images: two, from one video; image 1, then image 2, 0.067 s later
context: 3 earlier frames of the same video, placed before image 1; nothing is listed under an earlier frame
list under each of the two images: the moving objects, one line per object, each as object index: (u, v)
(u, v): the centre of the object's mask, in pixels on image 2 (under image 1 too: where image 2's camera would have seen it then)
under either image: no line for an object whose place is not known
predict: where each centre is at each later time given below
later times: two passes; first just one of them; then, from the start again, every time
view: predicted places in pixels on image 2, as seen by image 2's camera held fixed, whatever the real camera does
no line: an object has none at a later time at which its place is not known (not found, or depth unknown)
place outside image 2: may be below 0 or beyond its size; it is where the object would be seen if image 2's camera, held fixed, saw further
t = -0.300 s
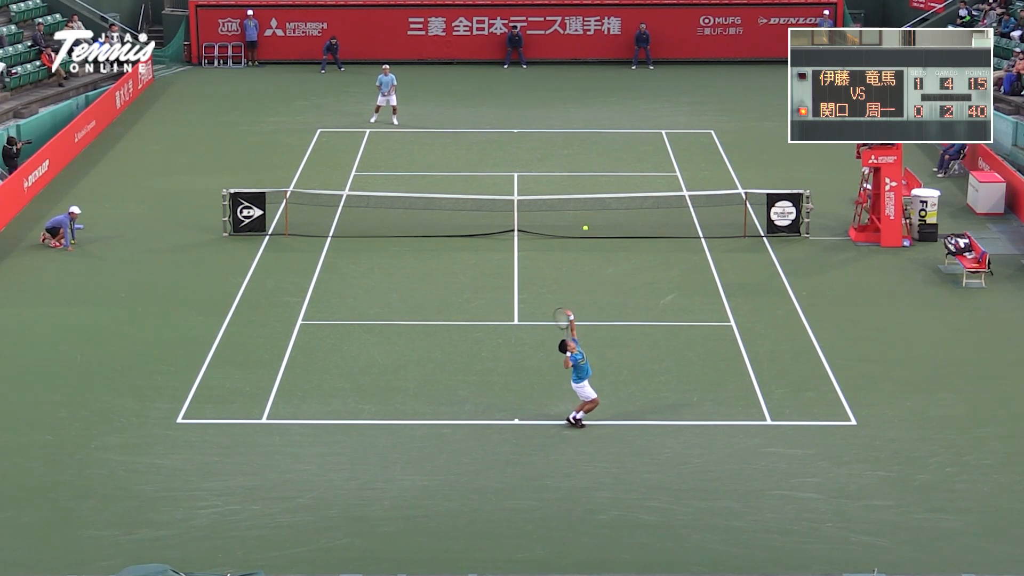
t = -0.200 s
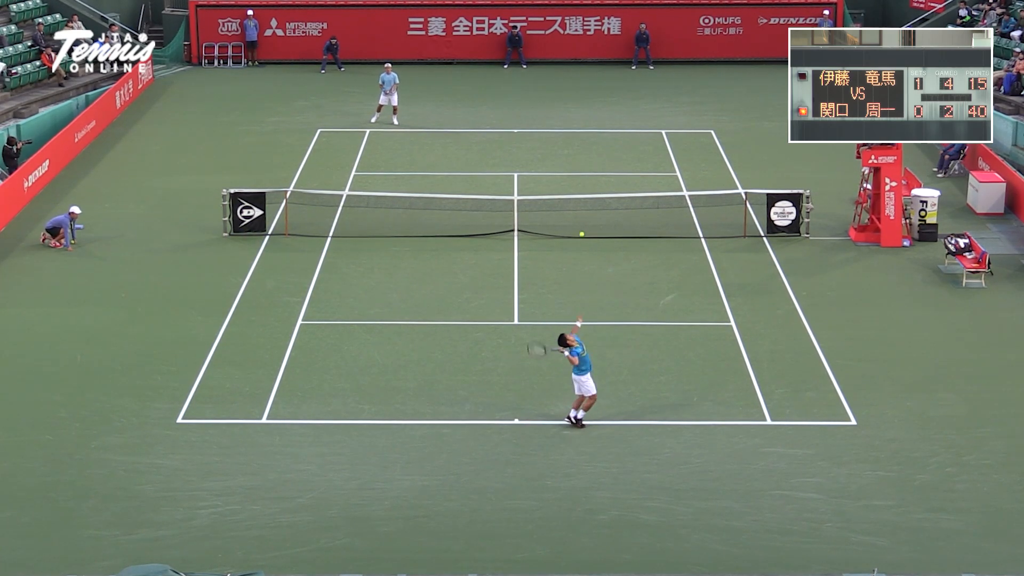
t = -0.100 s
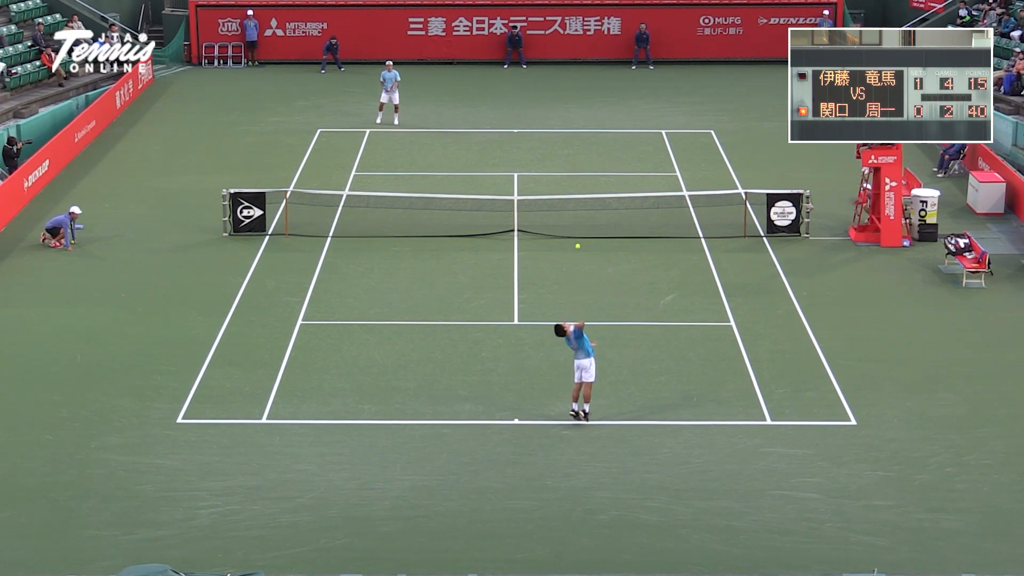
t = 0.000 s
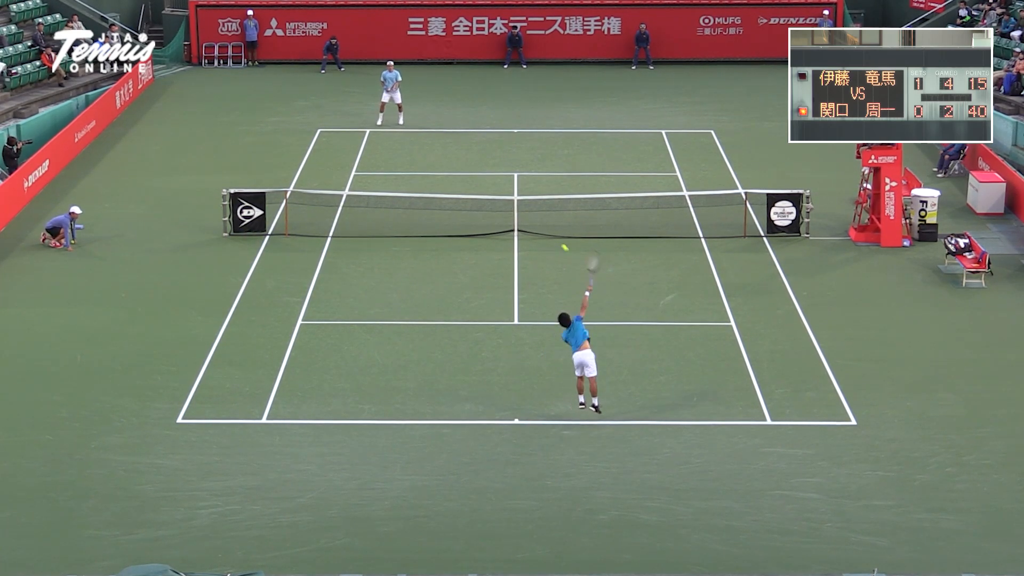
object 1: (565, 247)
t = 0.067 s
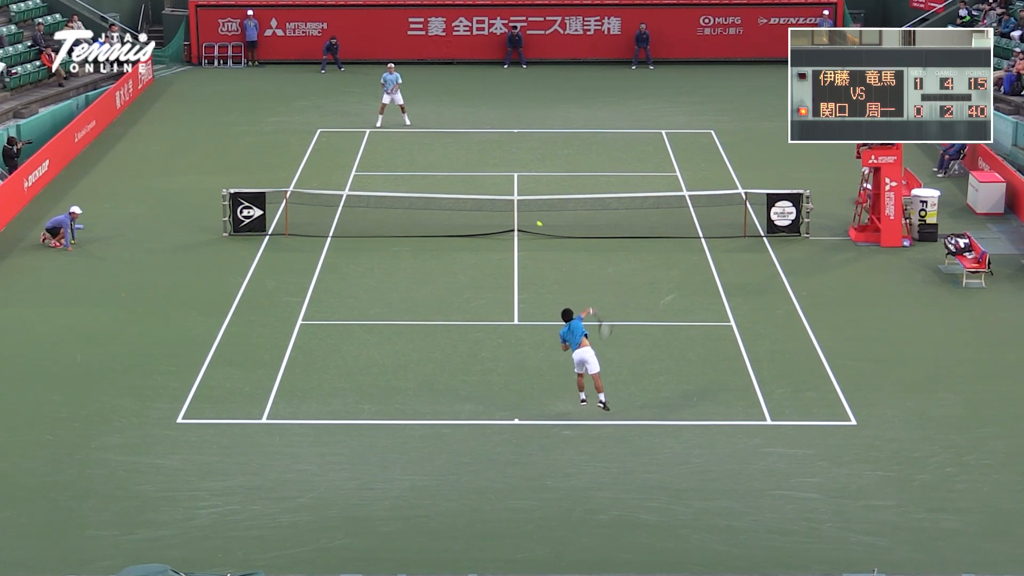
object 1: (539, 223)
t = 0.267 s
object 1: (477, 190)
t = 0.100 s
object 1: (528, 215)
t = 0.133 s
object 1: (517, 207)
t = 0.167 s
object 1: (506, 201)
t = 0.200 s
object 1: (496, 196)
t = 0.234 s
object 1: (486, 192)
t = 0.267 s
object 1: (477, 190)
